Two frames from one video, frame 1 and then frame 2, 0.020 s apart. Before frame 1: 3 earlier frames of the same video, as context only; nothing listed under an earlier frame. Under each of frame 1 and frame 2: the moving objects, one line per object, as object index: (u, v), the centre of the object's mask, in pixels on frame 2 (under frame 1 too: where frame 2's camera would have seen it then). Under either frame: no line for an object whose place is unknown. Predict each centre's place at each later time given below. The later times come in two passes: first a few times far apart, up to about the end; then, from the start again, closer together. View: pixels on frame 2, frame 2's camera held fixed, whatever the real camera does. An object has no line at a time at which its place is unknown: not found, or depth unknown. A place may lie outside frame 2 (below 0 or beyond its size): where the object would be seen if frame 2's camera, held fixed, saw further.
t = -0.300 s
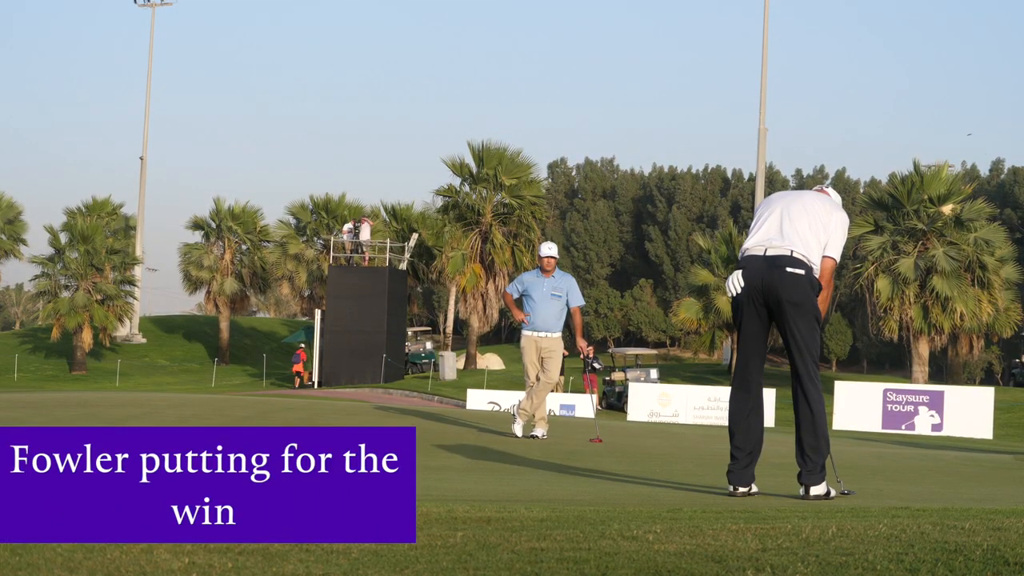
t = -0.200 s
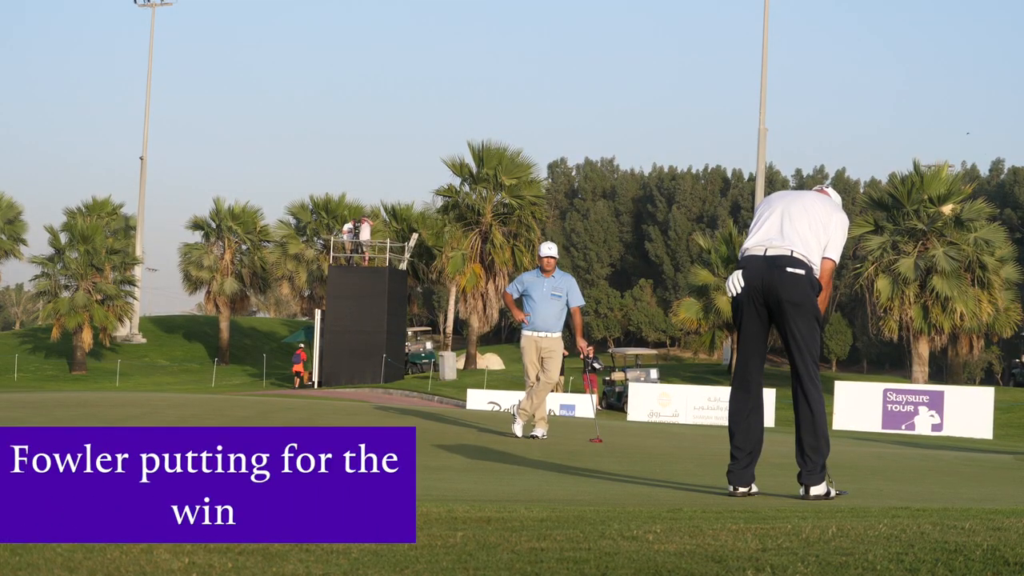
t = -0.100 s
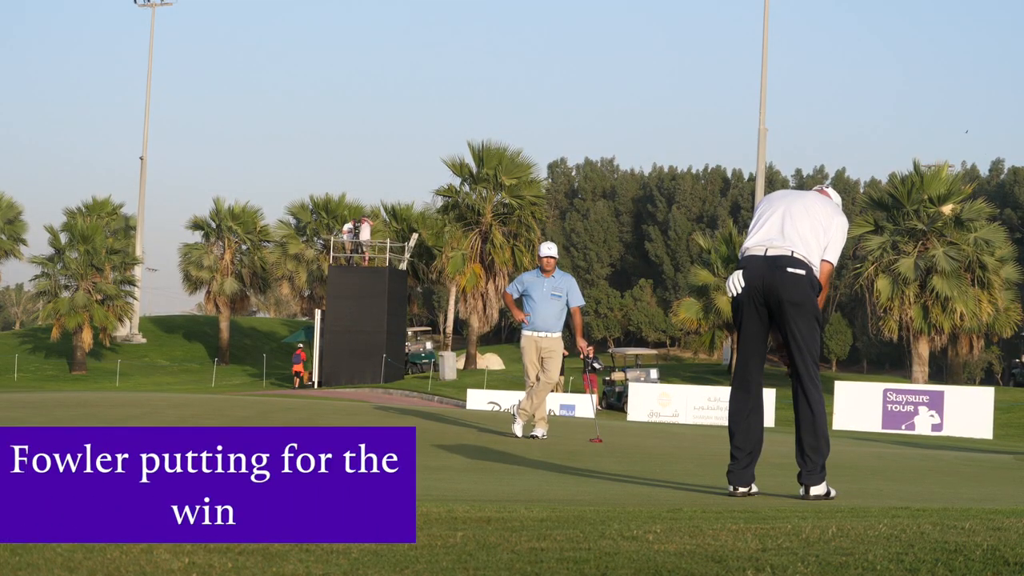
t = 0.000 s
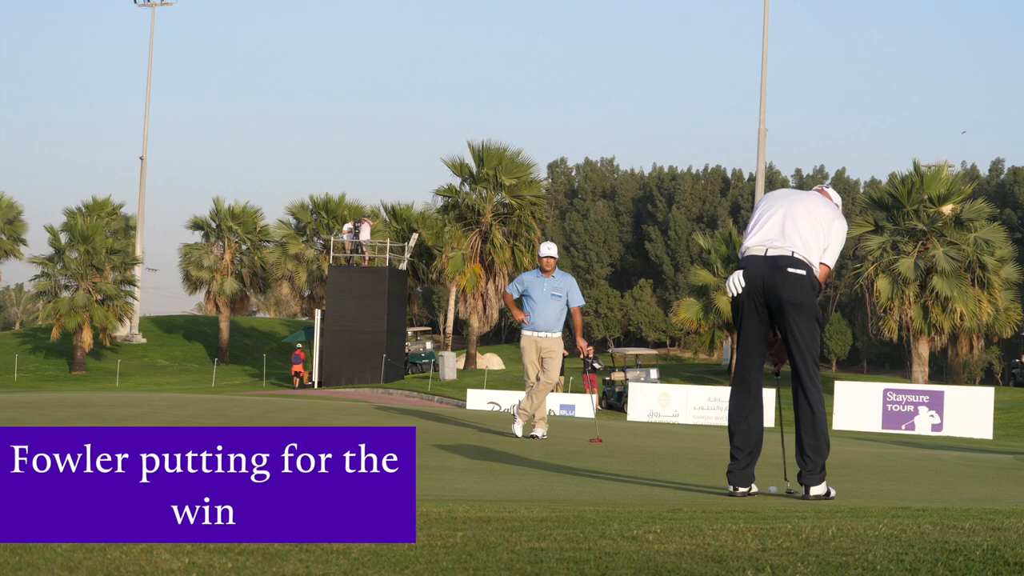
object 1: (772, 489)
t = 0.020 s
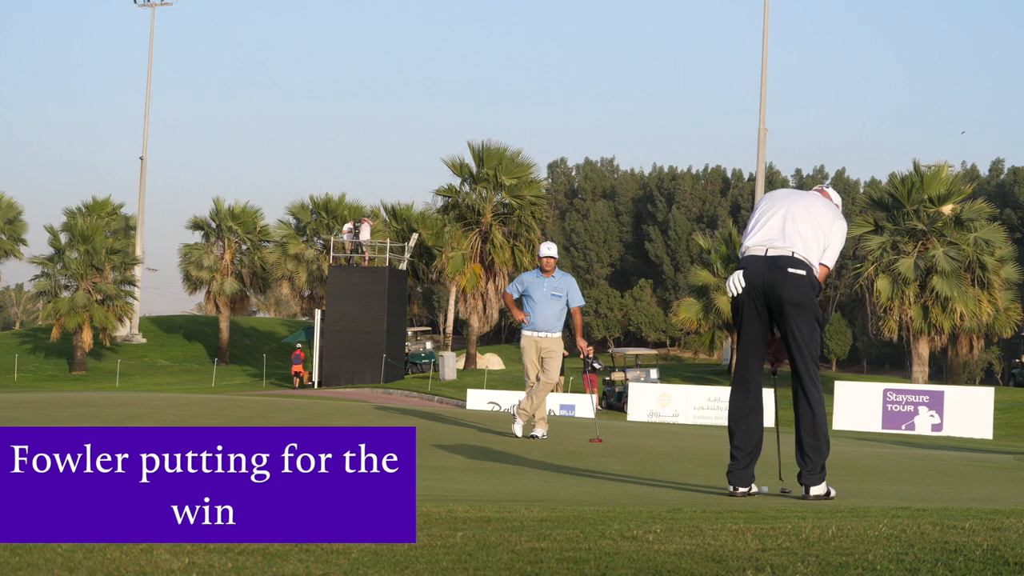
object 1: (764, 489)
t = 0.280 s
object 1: (680, 486)
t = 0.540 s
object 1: (608, 483)
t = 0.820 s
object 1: (537, 480)
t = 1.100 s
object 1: (473, 477)
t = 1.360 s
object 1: (421, 474)
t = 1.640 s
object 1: (371, 471)
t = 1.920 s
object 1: (327, 469)
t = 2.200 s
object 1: (290, 466)
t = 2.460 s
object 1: (262, 465)
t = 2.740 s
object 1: (235, 463)
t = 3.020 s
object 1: (213, 463)
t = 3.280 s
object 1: (199, 462)
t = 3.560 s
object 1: (192, 462)
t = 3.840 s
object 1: (191, 462)
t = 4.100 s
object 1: (191, 462)
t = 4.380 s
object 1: (191, 462)
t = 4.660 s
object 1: (191, 462)
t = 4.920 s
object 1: (191, 462)
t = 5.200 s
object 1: (191, 462)
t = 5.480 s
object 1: (191, 462)
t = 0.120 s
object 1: (728, 489)
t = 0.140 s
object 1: (723, 488)
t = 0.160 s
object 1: (717, 488)
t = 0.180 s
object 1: (711, 487)
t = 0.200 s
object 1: (705, 487)
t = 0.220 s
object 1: (699, 487)
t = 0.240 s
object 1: (693, 487)
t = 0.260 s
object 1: (687, 487)
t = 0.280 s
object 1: (680, 486)
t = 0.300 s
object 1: (675, 486)
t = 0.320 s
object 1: (669, 486)
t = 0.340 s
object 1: (662, 485)
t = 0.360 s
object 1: (657, 485)
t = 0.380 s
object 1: (652, 485)
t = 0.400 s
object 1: (646, 485)
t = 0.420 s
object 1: (640, 484)
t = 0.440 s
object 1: (635, 484)
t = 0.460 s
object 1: (629, 484)
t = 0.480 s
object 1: (624, 484)
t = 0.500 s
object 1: (618, 484)
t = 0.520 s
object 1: (613, 483)
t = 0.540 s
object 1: (608, 483)
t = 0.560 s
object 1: (602, 483)
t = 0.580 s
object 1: (597, 483)
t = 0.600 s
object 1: (592, 482)
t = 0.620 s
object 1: (587, 482)
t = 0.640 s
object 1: (582, 482)
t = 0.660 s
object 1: (576, 481)
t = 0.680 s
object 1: (571, 482)
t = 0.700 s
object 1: (567, 481)
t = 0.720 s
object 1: (561, 481)
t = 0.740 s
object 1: (556, 481)
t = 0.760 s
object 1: (551, 480)
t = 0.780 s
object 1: (547, 480)
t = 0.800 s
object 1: (542, 480)
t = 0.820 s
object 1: (537, 480)
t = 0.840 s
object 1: (532, 479)
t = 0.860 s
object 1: (528, 479)
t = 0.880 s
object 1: (523, 479)
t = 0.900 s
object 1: (518, 479)
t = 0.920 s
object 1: (513, 479)
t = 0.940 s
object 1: (509, 478)
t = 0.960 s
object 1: (504, 478)
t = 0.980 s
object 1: (500, 478)
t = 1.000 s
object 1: (495, 478)
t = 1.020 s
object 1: (491, 478)
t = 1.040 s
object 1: (486, 477)
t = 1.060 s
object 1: (482, 477)
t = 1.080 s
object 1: (478, 477)
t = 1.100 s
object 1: (473, 477)
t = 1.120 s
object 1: (469, 477)
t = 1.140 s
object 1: (465, 476)
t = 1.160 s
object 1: (461, 476)
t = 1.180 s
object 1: (457, 476)
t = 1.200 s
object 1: (453, 476)
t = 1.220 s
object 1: (449, 475)
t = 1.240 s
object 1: (445, 475)
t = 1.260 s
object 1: (441, 475)
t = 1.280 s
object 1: (437, 475)
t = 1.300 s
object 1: (432, 474)
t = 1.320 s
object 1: (429, 474)
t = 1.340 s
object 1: (425, 474)
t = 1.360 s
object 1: (421, 474)
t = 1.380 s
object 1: (417, 474)
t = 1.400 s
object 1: (413, 473)
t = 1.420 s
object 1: (410, 473)
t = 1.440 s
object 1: (406, 473)
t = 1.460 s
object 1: (402, 473)
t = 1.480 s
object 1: (399, 473)
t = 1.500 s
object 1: (395, 472)
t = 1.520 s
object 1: (391, 472)
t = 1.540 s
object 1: (388, 472)
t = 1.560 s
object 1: (384, 472)
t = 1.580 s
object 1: (381, 472)
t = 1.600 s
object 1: (377, 471)
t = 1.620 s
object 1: (374, 471)
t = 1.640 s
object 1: (371, 471)
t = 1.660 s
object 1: (367, 471)
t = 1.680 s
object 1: (364, 471)
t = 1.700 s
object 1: (361, 470)
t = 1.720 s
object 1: (357, 470)
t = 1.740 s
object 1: (354, 470)
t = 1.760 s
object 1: (351, 470)
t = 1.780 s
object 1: (348, 470)
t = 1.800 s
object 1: (344, 469)
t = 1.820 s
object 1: (341, 470)
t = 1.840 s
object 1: (338, 469)
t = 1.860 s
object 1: (335, 469)
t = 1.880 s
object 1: (333, 469)
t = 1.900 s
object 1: (330, 469)
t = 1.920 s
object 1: (327, 469)
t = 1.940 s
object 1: (324, 469)
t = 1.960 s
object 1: (321, 468)
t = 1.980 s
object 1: (318, 468)
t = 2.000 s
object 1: (315, 468)
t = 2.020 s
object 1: (313, 468)
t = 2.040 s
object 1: (310, 467)
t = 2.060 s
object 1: (307, 467)
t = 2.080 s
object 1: (305, 467)
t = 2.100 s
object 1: (302, 467)
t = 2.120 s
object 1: (300, 467)
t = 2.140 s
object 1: (298, 467)
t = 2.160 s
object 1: (295, 467)
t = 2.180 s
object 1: (293, 466)
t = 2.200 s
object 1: (290, 466)
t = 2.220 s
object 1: (288, 466)
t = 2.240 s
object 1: (285, 466)
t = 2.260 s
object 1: (283, 466)
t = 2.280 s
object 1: (281, 466)
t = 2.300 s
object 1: (279, 466)
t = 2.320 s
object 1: (276, 466)
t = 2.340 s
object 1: (274, 466)
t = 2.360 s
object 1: (272, 466)
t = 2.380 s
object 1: (270, 465)
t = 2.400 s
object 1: (268, 465)
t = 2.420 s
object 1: (266, 465)
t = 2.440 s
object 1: (264, 465)
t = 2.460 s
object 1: (262, 465)
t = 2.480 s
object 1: (260, 465)
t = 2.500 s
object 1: (258, 465)
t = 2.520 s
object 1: (256, 465)
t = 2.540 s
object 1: (254, 465)
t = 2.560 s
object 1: (252, 465)
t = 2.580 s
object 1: (250, 465)
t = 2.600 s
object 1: (248, 464)
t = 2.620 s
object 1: (246, 464)
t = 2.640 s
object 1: (244, 464)
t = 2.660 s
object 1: (242, 464)
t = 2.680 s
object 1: (240, 464)
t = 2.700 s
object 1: (238, 464)
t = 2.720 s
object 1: (236, 463)
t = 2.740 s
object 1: (235, 463)
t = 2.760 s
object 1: (233, 463)
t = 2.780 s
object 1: (231, 463)
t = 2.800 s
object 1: (229, 463)
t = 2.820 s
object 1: (228, 463)
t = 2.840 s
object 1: (226, 463)
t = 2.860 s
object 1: (224, 463)
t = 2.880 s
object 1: (223, 463)
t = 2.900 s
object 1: (221, 463)
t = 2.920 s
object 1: (220, 463)
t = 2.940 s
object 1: (218, 463)
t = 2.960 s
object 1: (217, 463)
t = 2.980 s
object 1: (216, 463)
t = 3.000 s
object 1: (214, 463)
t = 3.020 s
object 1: (213, 463)
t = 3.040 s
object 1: (212, 463)
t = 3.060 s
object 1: (210, 463)
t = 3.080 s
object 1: (209, 462)
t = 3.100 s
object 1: (208, 462)
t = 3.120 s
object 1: (207, 462)
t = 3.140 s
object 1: (206, 462)
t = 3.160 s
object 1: (205, 462)
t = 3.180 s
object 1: (204, 462)
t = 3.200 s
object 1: (203, 462)
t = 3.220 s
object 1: (202, 462)
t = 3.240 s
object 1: (201, 462)
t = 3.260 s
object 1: (200, 462)
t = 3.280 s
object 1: (199, 462)
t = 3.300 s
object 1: (199, 462)
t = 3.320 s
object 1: (198, 462)
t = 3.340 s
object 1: (197, 462)
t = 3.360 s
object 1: (197, 462)
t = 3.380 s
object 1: (196, 462)
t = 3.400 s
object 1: (196, 462)
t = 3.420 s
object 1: (195, 462)
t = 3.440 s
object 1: (195, 462)
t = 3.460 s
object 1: (194, 462)
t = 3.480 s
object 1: (194, 462)
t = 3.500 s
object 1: (193, 462)
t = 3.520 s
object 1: (193, 462)
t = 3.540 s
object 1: (192, 462)
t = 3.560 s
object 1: (192, 462)
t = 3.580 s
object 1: (192, 462)
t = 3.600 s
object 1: (191, 462)
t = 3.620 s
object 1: (191, 462)
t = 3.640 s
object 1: (191, 462)
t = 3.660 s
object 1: (191, 462)
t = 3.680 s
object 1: (191, 462)
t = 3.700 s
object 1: (191, 462)
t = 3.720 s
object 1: (191, 462)
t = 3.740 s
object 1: (191, 462)
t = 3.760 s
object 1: (191, 462)
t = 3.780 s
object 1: (191, 462)
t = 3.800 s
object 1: (191, 462)
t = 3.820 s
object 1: (191, 462)
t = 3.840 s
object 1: (191, 462)
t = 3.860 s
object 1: (191, 462)
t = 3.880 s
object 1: (191, 462)
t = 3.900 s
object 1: (191, 462)
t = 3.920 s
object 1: (191, 462)
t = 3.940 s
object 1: (191, 462)
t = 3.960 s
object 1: (191, 462)
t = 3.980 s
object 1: (191, 462)
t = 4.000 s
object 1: (191, 462)
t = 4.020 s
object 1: (191, 462)
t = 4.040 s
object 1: (191, 462)
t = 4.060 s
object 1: (191, 462)
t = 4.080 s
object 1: (191, 462)
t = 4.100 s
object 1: (191, 462)
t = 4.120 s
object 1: (191, 462)
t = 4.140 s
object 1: (191, 462)
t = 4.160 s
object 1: (191, 462)
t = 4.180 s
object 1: (191, 462)
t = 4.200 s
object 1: (191, 462)
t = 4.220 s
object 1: (191, 462)
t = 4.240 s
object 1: (191, 462)
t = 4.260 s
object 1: (191, 462)
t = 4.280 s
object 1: (191, 462)
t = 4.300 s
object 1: (191, 462)
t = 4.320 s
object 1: (191, 462)
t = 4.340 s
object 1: (191, 462)
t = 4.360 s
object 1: (191, 462)
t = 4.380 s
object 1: (191, 462)
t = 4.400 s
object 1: (191, 462)
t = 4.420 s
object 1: (191, 462)
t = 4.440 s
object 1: (191, 462)
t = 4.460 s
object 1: (191, 462)
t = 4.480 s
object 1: (191, 462)
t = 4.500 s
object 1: (191, 462)
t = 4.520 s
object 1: (191, 462)
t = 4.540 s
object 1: (191, 462)
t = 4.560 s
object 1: (191, 462)
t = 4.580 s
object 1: (191, 462)
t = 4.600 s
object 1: (191, 462)
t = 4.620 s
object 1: (191, 462)
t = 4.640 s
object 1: (191, 462)
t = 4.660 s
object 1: (191, 462)
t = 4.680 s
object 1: (191, 462)
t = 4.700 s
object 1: (191, 462)
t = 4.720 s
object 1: (191, 462)
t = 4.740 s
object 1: (191, 462)
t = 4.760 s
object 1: (191, 462)
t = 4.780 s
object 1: (191, 462)
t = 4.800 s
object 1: (191, 462)
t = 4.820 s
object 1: (191, 462)
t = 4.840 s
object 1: (191, 462)
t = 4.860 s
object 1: (191, 462)
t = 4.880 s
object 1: (191, 462)
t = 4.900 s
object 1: (191, 462)
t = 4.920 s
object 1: (191, 462)
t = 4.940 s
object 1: (191, 462)
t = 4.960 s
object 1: (191, 462)
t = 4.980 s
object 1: (191, 462)
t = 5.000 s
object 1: (191, 462)
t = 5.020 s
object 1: (191, 462)
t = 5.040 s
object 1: (191, 462)
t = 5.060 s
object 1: (191, 462)
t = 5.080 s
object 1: (191, 462)
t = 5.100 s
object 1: (191, 462)
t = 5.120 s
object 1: (191, 462)
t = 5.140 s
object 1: (191, 462)
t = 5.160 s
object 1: (191, 462)
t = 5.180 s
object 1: (191, 462)
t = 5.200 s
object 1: (191, 462)
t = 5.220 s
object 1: (191, 462)
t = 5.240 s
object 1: (191, 462)
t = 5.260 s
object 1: (191, 462)
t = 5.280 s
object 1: (191, 462)
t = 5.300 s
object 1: (191, 462)
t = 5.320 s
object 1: (191, 462)
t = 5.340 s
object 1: (191, 462)
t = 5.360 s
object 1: (191, 462)
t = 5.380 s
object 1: (191, 462)
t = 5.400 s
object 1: (191, 462)
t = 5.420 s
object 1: (191, 462)
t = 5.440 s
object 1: (191, 462)
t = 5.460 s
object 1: (191, 462)
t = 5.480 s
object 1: (191, 462)
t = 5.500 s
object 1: (191, 462)
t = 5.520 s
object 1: (191, 462)
